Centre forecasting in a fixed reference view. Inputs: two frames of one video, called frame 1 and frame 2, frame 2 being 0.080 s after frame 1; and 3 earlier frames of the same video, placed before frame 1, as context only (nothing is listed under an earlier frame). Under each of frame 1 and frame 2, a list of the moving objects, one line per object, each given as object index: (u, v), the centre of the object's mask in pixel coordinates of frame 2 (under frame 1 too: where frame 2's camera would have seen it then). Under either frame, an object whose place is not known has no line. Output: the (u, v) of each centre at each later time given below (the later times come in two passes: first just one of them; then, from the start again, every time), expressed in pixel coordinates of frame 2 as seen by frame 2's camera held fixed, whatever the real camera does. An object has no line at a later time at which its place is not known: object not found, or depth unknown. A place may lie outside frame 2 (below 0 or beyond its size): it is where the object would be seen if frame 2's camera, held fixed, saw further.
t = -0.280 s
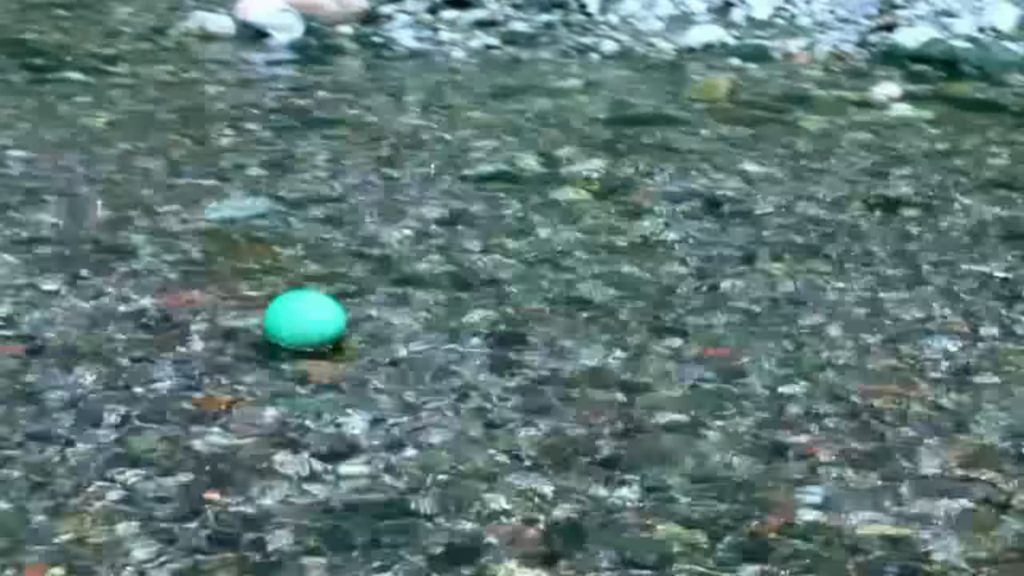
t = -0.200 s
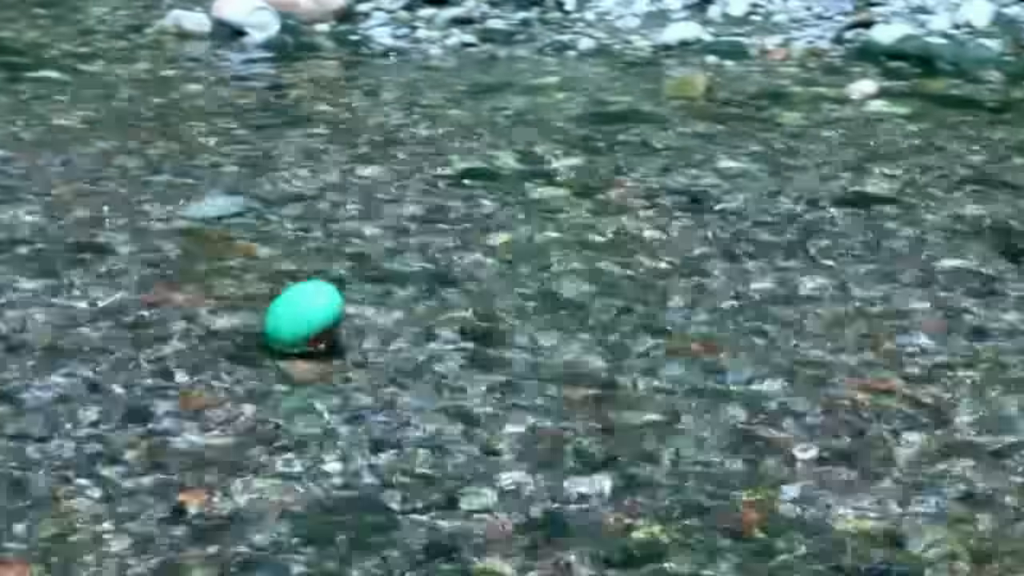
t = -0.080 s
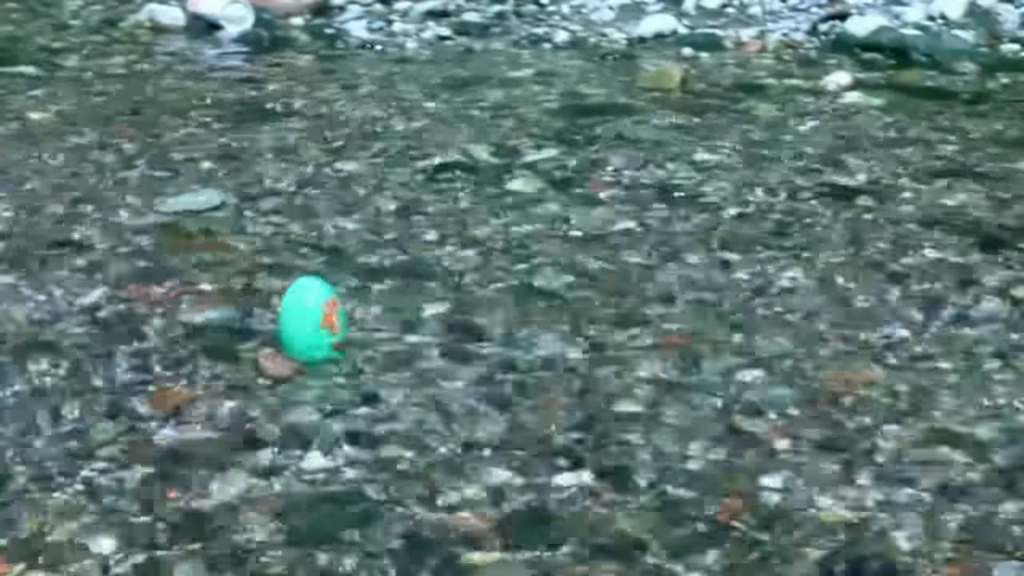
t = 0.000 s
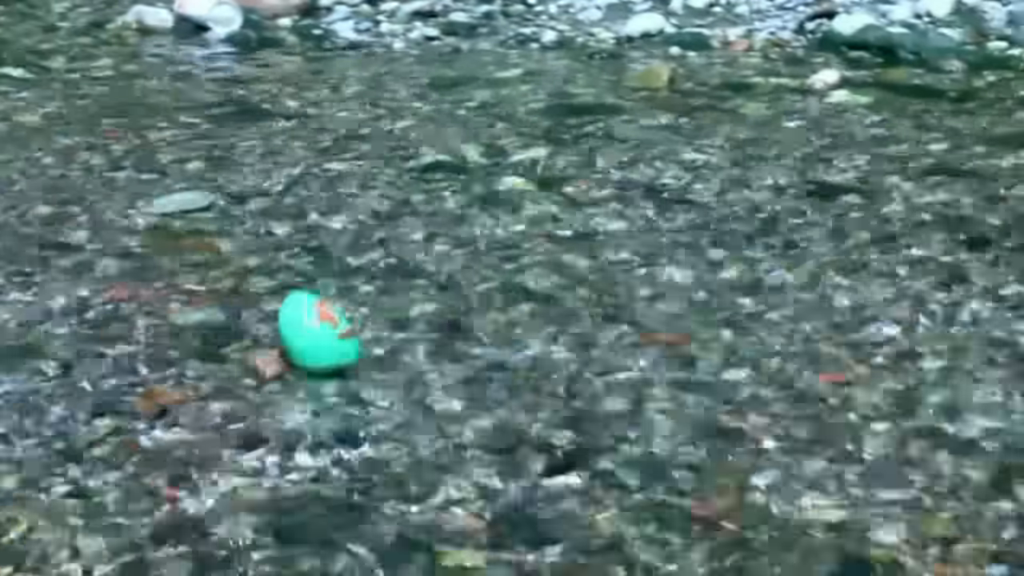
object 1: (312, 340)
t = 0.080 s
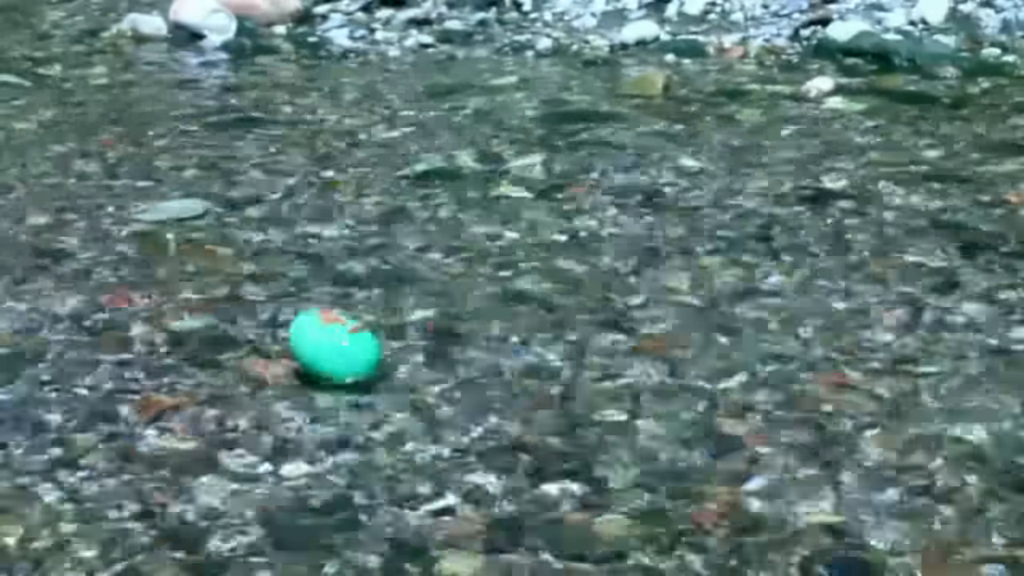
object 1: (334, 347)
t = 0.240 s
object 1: (384, 369)
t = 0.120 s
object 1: (346, 352)
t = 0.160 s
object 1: (357, 357)
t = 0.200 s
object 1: (370, 363)
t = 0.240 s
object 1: (384, 369)
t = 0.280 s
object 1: (400, 372)
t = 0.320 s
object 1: (417, 375)
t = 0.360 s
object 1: (436, 379)
